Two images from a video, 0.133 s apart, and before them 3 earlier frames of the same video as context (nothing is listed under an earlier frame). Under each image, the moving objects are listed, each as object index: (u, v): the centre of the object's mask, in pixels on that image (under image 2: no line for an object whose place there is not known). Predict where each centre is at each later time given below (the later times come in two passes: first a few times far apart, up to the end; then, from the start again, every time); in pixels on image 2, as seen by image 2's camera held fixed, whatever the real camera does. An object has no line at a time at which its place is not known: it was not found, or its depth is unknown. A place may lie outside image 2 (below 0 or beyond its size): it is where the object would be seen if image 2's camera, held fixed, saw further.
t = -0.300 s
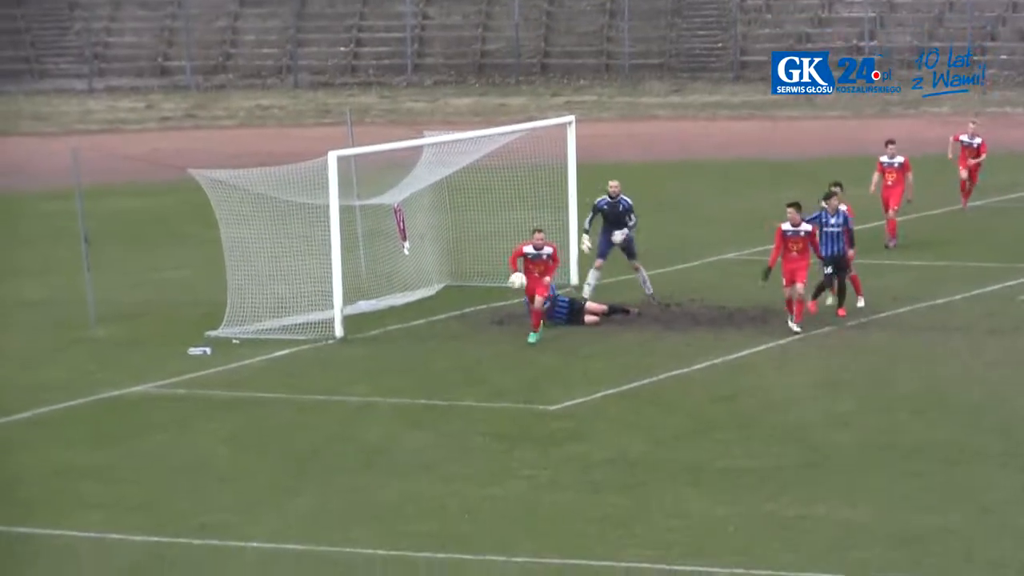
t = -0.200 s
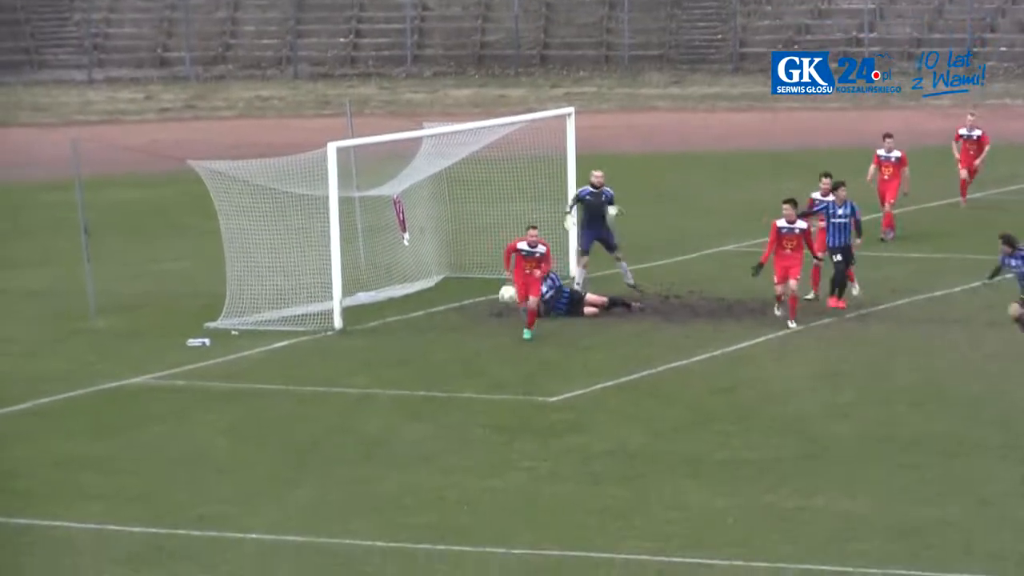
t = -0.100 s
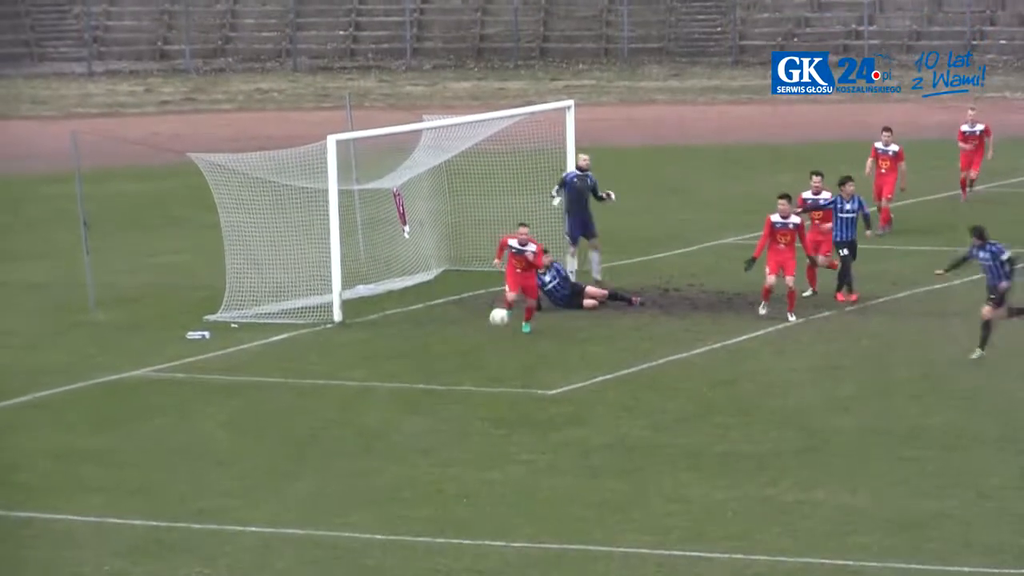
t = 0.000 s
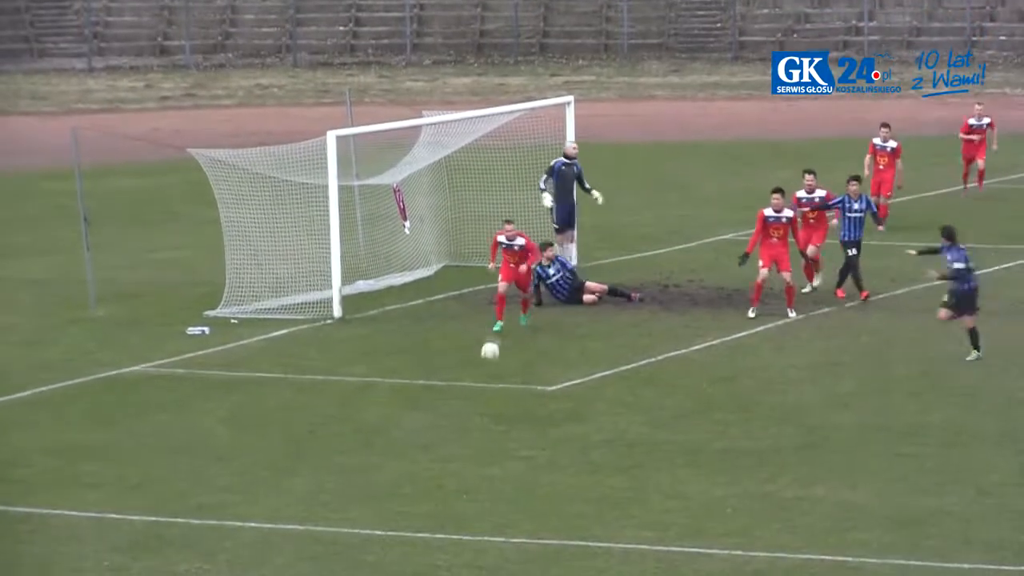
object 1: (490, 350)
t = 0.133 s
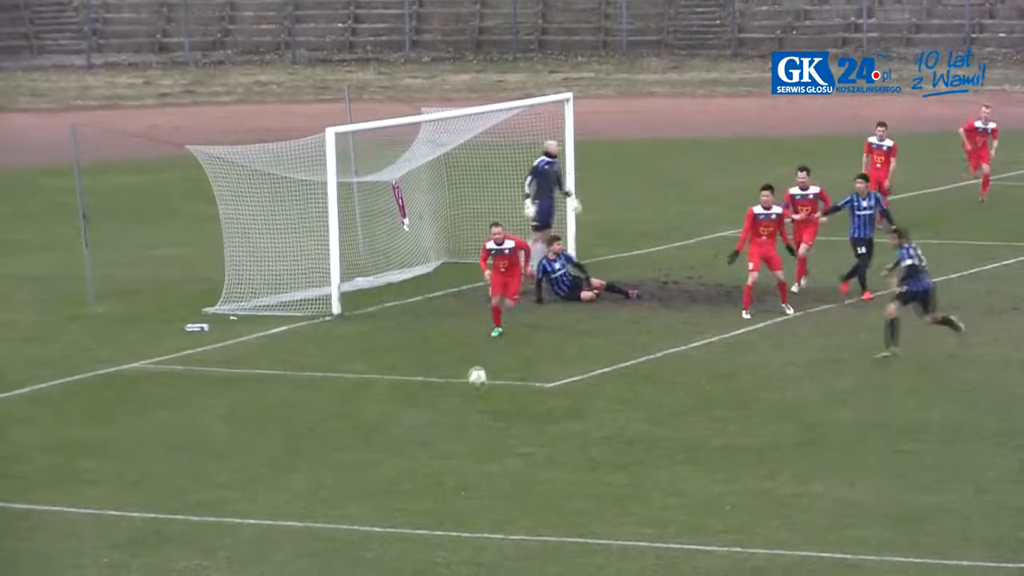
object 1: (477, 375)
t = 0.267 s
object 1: (464, 361)
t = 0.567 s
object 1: (435, 383)
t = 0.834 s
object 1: (411, 416)
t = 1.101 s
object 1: (388, 444)
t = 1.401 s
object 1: (364, 461)
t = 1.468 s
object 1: (358, 461)
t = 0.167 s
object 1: (474, 372)
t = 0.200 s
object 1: (471, 367)
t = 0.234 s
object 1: (467, 363)
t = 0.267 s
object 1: (464, 361)
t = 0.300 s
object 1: (460, 360)
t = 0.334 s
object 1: (458, 359)
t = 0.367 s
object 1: (454, 359)
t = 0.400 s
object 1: (451, 361)
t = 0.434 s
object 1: (448, 364)
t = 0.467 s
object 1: (445, 367)
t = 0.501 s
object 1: (442, 372)
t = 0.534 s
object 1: (439, 376)
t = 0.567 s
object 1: (435, 383)
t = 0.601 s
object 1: (432, 391)
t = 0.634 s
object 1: (430, 397)
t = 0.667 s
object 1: (426, 408)
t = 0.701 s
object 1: (423, 419)
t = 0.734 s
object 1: (420, 422)
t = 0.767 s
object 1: (417, 420)
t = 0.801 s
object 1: (415, 417)
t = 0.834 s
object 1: (411, 416)
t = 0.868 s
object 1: (409, 416)
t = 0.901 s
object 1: (405, 418)
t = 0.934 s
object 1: (403, 420)
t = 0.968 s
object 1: (400, 423)
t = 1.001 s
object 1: (397, 427)
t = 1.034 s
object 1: (394, 433)
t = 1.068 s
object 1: (391, 439)
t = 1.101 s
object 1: (388, 444)
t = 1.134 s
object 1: (386, 443)
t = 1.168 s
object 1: (383, 442)
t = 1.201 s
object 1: (380, 441)
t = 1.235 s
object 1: (377, 442)
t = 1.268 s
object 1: (374, 444)
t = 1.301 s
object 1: (372, 448)
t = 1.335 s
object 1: (369, 451)
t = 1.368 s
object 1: (367, 456)
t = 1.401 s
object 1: (364, 461)
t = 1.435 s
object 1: (361, 461)
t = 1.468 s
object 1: (358, 461)
